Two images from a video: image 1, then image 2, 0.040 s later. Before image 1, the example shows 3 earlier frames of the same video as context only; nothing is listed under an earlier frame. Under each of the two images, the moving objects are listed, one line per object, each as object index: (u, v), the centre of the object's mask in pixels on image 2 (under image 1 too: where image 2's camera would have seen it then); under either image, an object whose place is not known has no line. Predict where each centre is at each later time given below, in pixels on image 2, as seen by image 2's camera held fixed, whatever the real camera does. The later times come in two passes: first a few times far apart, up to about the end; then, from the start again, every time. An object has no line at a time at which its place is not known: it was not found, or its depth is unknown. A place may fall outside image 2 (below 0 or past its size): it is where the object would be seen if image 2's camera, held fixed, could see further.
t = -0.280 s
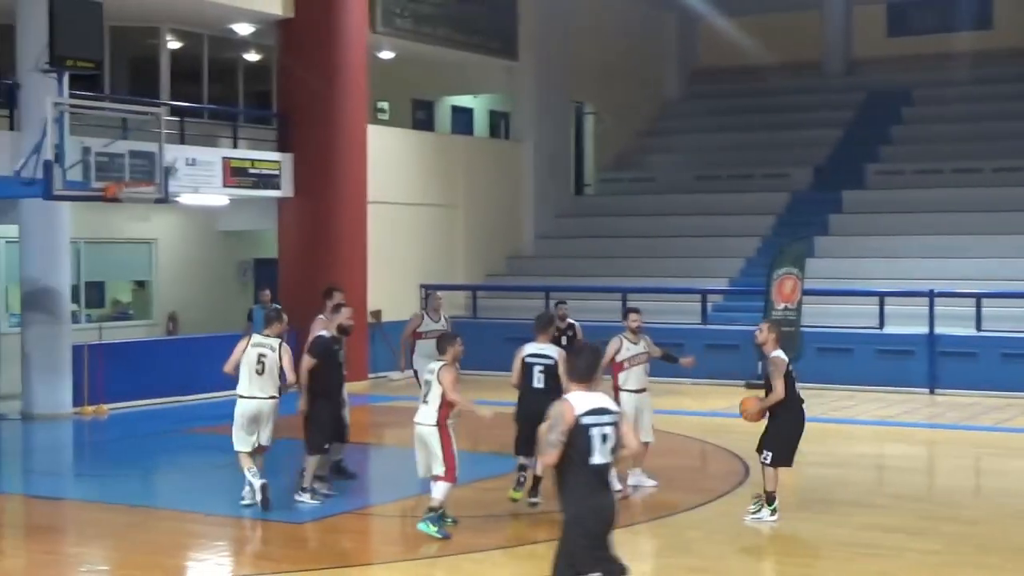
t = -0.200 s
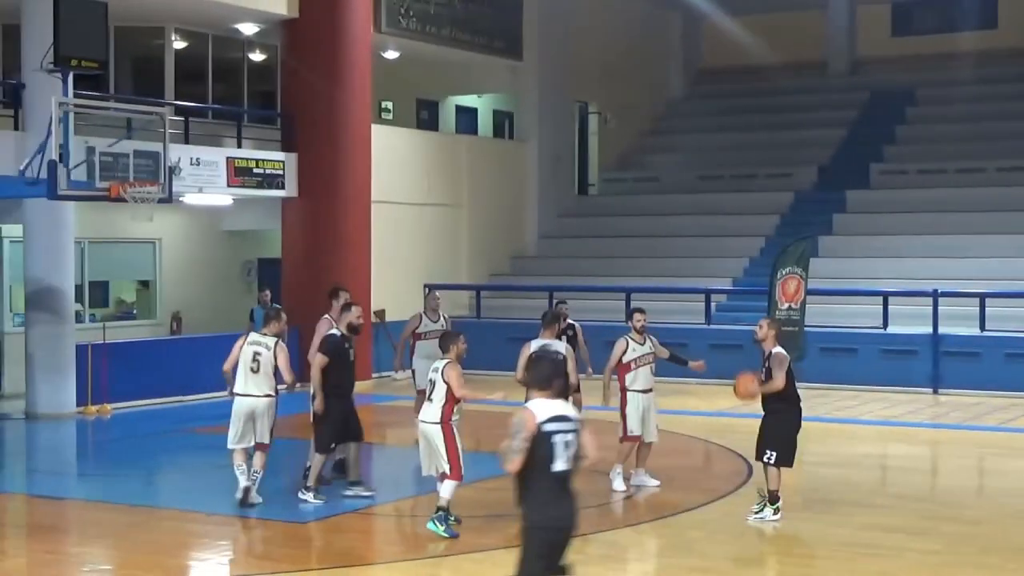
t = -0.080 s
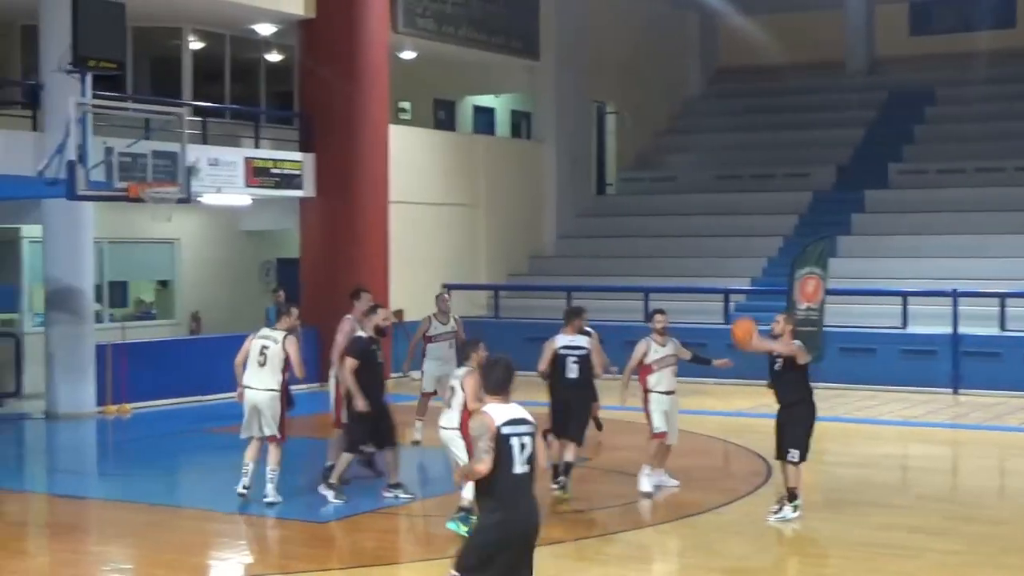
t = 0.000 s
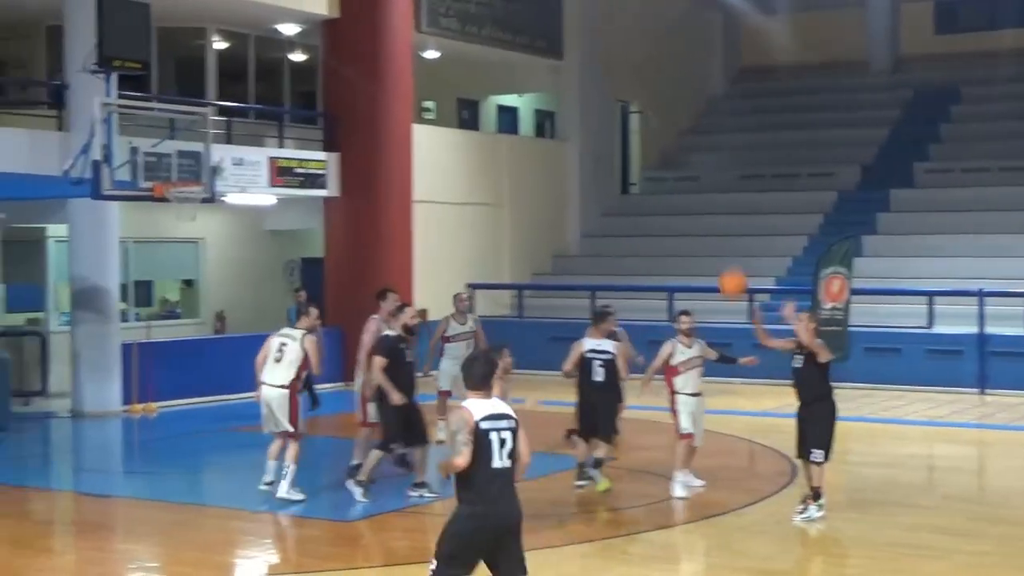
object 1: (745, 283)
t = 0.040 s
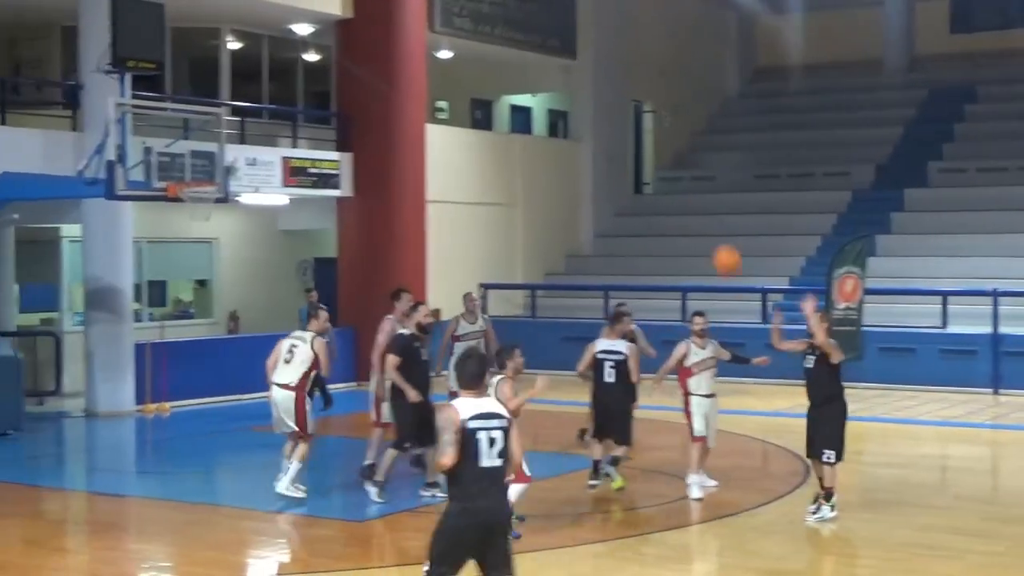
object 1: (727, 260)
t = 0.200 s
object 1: (647, 186)
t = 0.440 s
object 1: (518, 122)
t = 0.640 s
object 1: (399, 122)
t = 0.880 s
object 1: (252, 199)
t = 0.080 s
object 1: (706, 238)
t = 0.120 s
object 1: (685, 219)
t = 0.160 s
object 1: (666, 201)
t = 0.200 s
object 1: (647, 186)
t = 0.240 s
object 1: (625, 169)
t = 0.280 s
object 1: (605, 156)
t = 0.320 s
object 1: (583, 144)
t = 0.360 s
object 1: (561, 135)
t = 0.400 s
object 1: (539, 128)
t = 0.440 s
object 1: (518, 122)
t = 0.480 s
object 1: (494, 118)
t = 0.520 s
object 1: (473, 116)
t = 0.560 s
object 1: (449, 116)
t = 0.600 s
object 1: (425, 118)
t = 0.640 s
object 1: (399, 122)
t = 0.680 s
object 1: (377, 131)
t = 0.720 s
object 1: (353, 139)
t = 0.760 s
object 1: (330, 149)
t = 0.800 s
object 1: (303, 166)
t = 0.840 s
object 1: (280, 178)
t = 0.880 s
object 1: (252, 199)
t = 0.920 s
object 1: (227, 219)
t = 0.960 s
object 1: (201, 242)
